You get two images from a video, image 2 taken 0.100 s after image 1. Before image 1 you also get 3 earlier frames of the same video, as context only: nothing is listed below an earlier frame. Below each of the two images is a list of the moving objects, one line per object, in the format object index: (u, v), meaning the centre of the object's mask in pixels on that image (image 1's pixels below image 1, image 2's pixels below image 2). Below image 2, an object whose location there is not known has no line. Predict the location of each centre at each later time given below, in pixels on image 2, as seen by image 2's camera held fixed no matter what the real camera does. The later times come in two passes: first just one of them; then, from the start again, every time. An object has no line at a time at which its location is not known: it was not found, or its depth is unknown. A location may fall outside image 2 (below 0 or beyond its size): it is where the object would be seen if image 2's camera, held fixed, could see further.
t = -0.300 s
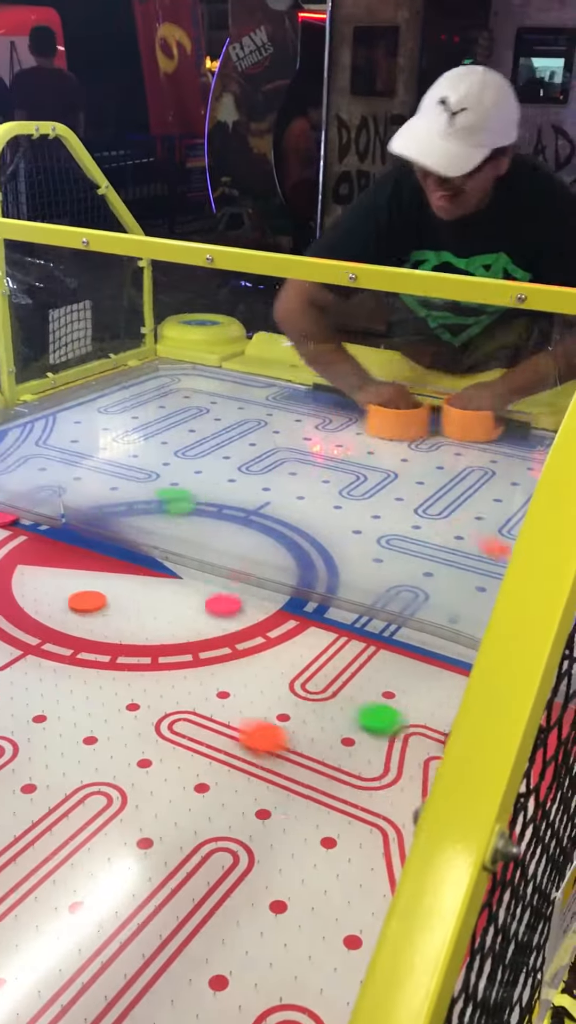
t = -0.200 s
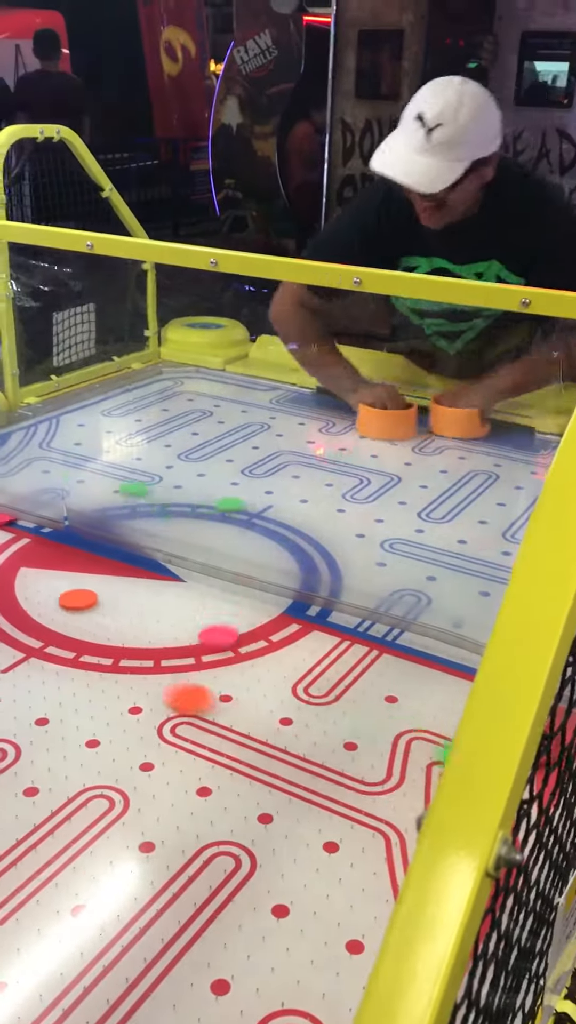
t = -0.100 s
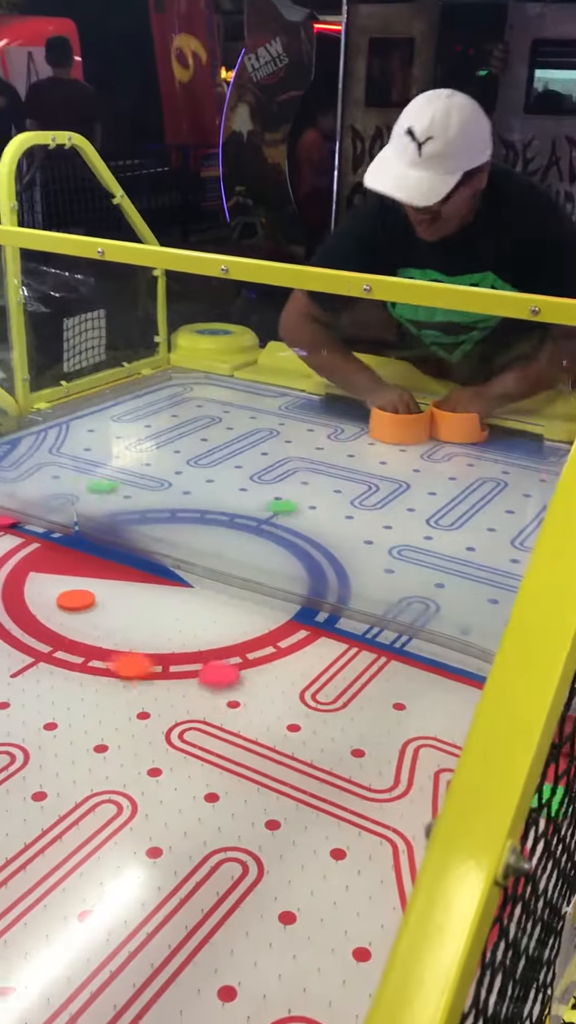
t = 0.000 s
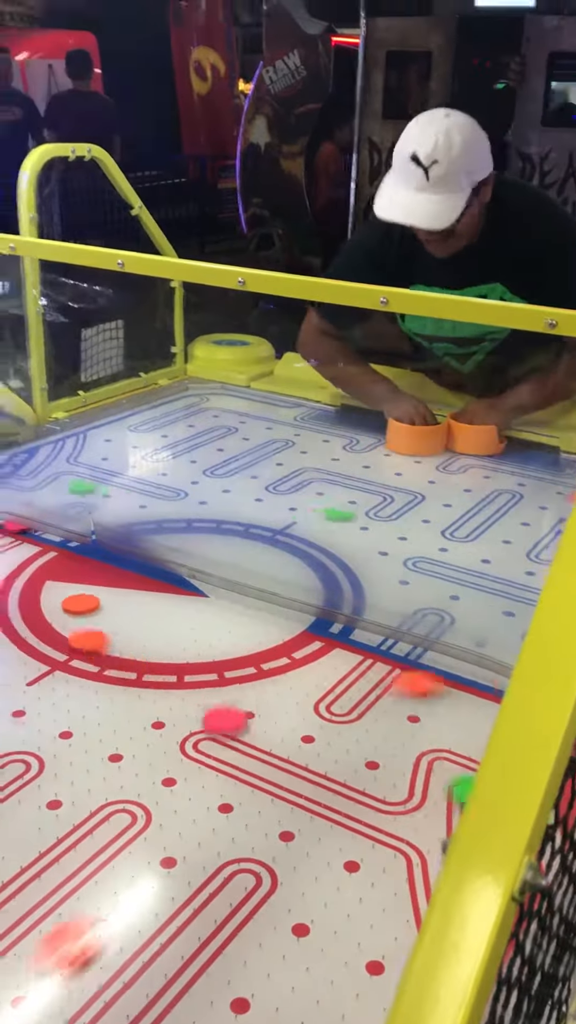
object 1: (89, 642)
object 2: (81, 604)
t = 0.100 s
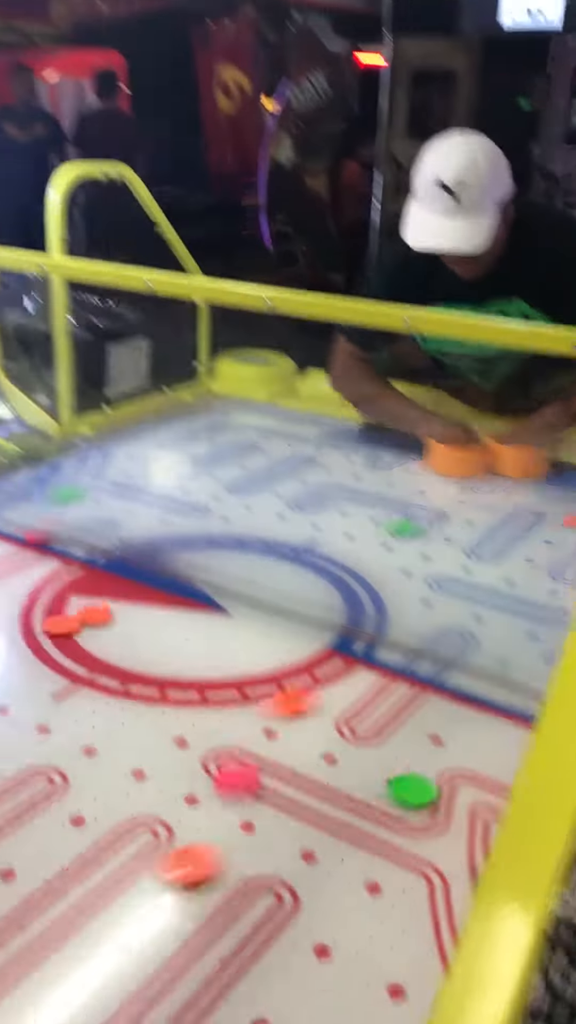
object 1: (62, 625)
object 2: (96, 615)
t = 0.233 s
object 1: (1, 590)
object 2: (81, 609)
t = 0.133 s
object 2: (91, 614)
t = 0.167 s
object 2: (86, 612)
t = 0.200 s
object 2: (83, 610)
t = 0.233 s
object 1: (1, 590)
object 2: (81, 609)
